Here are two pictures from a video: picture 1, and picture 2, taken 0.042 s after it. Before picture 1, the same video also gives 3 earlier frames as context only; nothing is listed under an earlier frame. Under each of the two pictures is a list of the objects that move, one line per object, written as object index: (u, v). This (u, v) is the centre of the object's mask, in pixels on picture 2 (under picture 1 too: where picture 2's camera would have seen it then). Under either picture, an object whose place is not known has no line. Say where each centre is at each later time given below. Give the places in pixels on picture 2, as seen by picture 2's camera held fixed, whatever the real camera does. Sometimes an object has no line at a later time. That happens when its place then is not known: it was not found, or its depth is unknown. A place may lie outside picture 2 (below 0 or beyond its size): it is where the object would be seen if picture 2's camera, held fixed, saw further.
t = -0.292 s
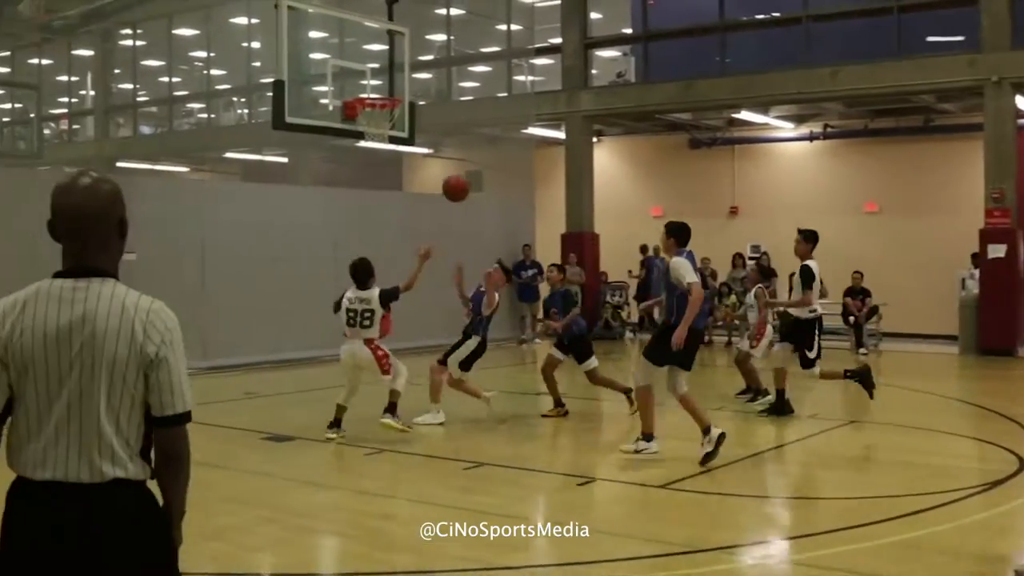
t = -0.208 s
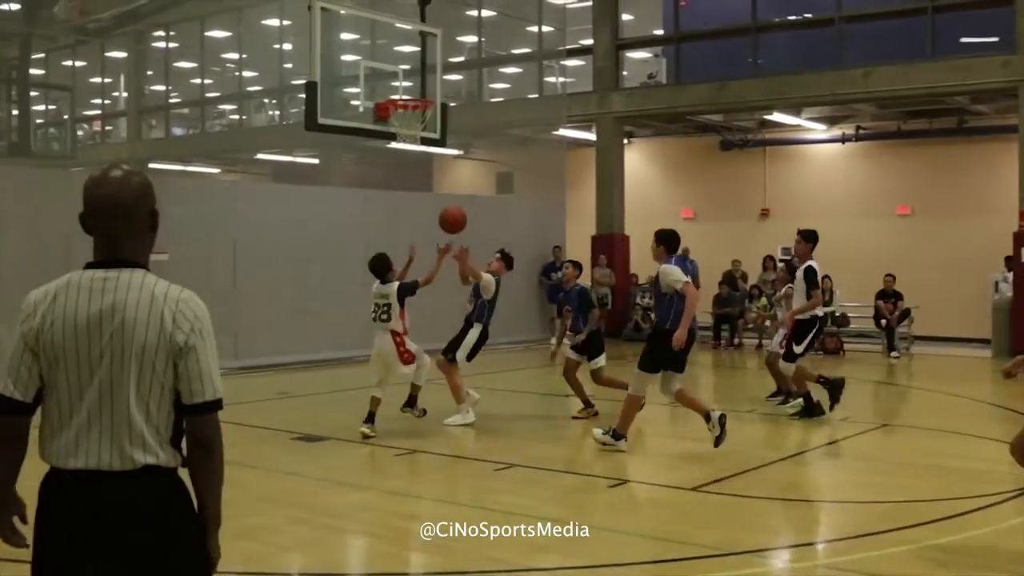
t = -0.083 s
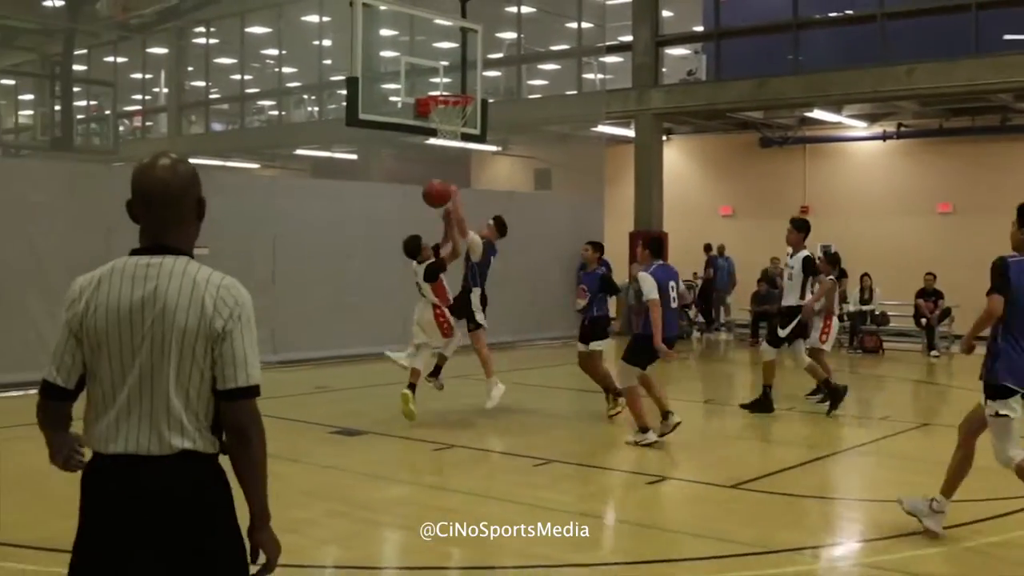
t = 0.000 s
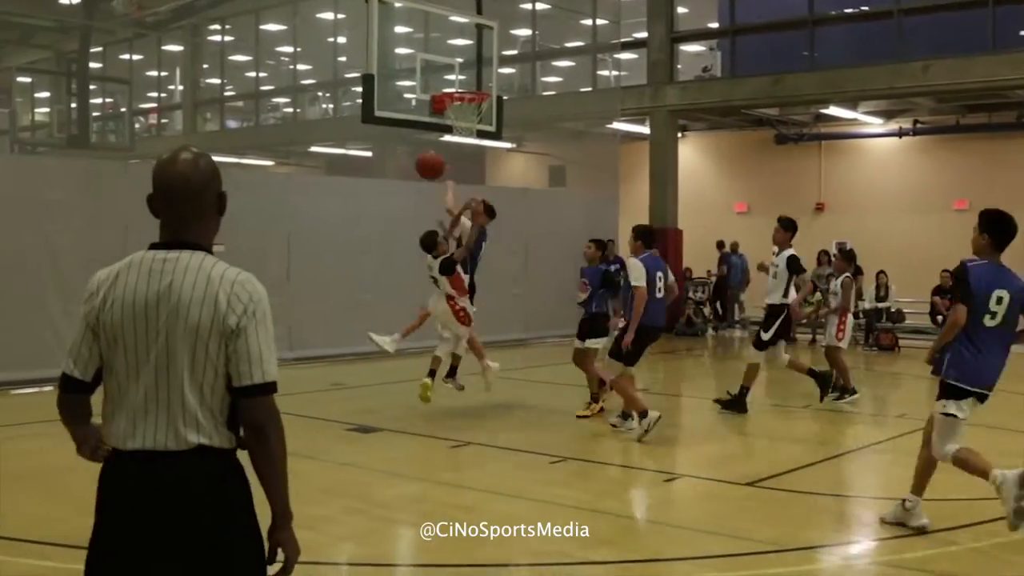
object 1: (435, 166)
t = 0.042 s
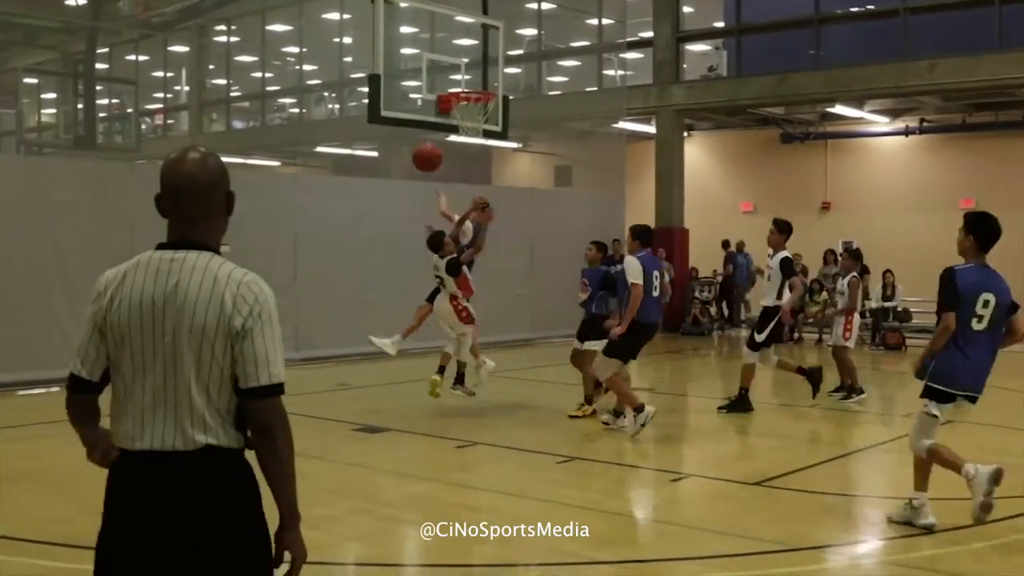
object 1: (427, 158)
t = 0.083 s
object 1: (414, 148)
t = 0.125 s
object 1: (405, 143)
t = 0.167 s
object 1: (392, 137)
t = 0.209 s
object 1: (383, 135)
